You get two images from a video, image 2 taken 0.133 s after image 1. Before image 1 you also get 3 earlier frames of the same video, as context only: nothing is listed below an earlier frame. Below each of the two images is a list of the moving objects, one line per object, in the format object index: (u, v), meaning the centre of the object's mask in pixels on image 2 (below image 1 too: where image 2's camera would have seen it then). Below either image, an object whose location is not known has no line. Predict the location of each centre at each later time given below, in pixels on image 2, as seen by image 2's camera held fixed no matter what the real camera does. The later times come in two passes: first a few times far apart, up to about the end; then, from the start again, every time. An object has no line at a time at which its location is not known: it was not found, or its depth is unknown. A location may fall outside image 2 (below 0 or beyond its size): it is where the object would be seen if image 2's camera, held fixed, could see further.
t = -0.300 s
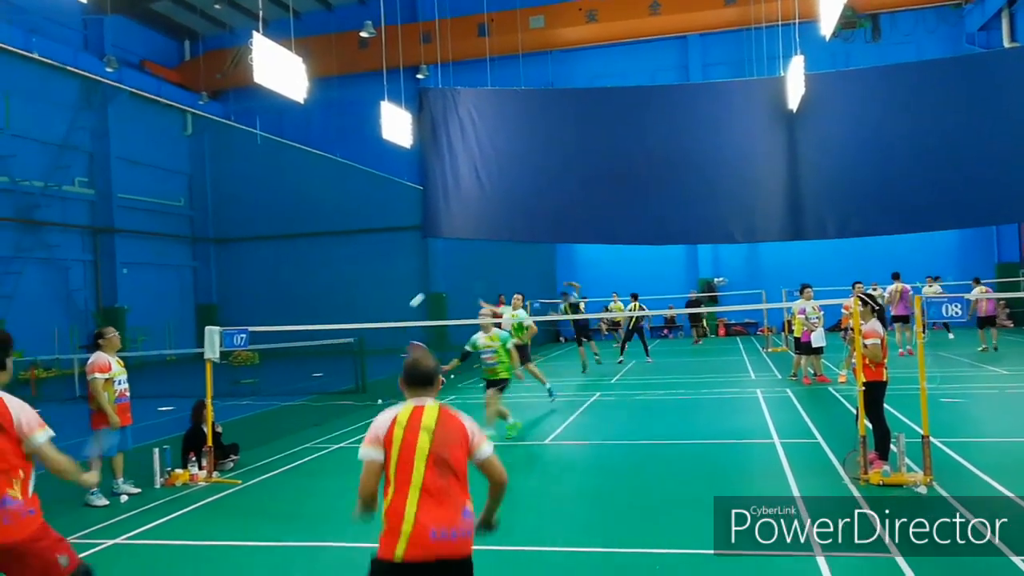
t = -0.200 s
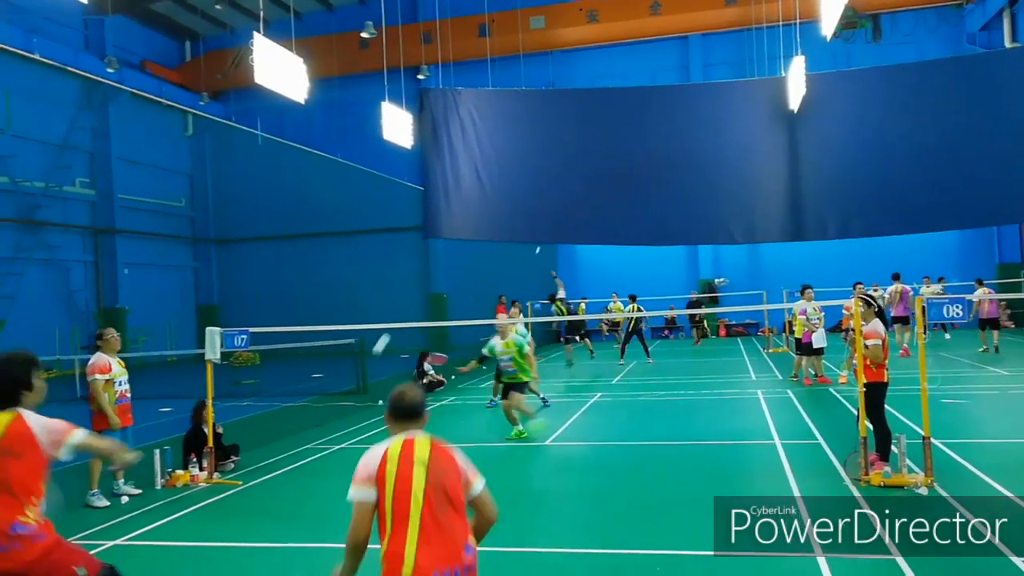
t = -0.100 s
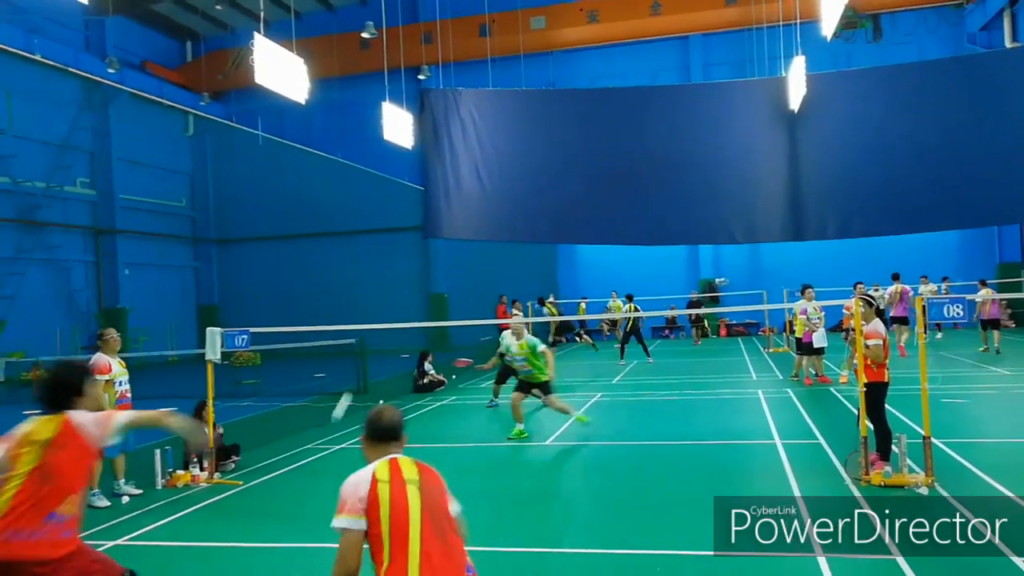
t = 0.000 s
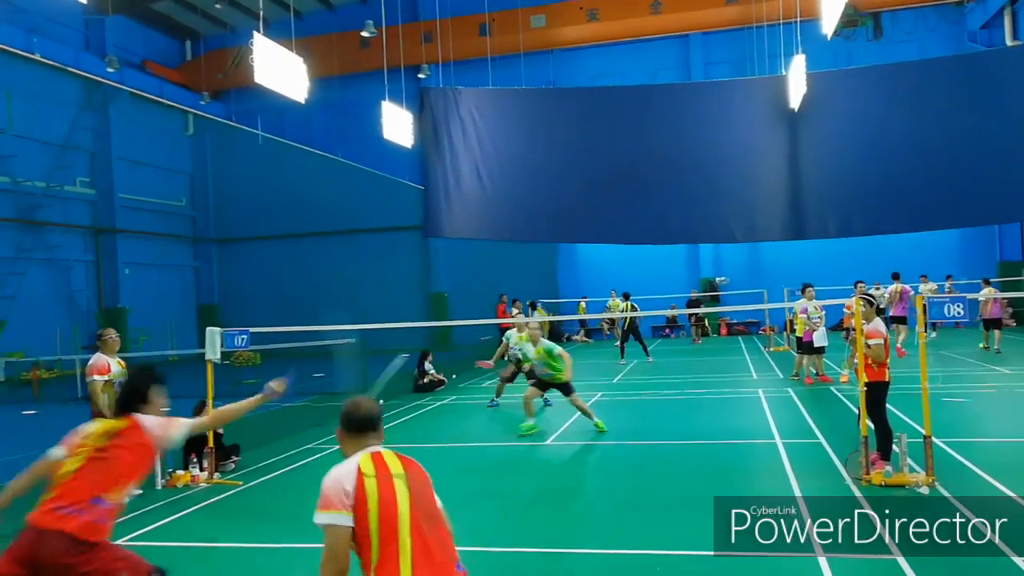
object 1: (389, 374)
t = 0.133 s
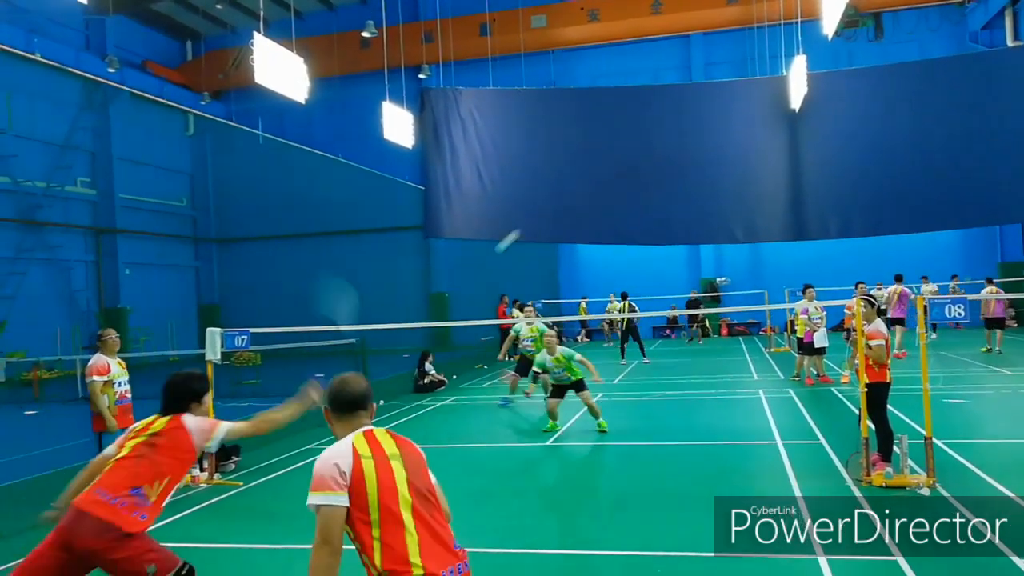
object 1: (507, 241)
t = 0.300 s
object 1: (581, 178)
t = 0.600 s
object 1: (651, 175)
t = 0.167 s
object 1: (527, 222)
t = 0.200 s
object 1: (543, 207)
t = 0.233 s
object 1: (557, 195)
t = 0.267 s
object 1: (570, 186)
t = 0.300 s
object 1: (581, 178)
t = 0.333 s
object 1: (591, 172)
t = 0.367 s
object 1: (601, 169)
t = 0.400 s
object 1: (609, 166)
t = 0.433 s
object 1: (618, 165)
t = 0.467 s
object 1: (625, 165)
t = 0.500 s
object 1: (632, 166)
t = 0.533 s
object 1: (639, 168)
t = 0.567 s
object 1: (645, 171)
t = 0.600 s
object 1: (651, 175)
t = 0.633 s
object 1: (657, 179)
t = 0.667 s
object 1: (662, 184)
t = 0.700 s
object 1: (667, 189)
